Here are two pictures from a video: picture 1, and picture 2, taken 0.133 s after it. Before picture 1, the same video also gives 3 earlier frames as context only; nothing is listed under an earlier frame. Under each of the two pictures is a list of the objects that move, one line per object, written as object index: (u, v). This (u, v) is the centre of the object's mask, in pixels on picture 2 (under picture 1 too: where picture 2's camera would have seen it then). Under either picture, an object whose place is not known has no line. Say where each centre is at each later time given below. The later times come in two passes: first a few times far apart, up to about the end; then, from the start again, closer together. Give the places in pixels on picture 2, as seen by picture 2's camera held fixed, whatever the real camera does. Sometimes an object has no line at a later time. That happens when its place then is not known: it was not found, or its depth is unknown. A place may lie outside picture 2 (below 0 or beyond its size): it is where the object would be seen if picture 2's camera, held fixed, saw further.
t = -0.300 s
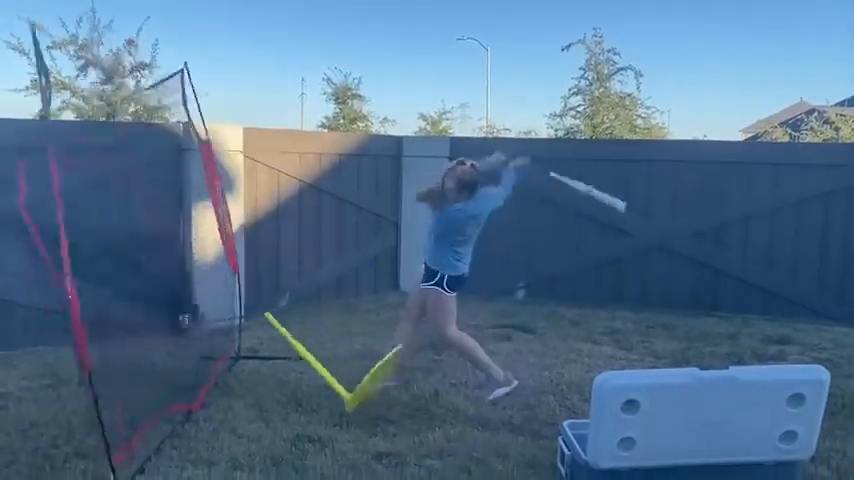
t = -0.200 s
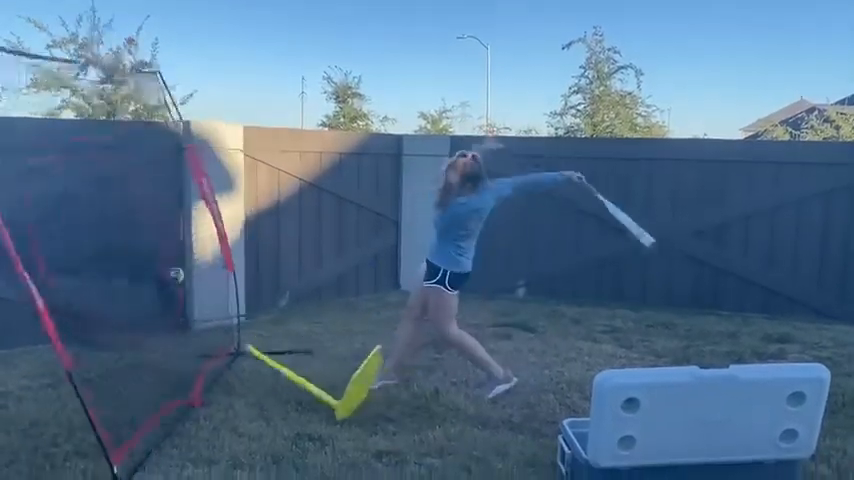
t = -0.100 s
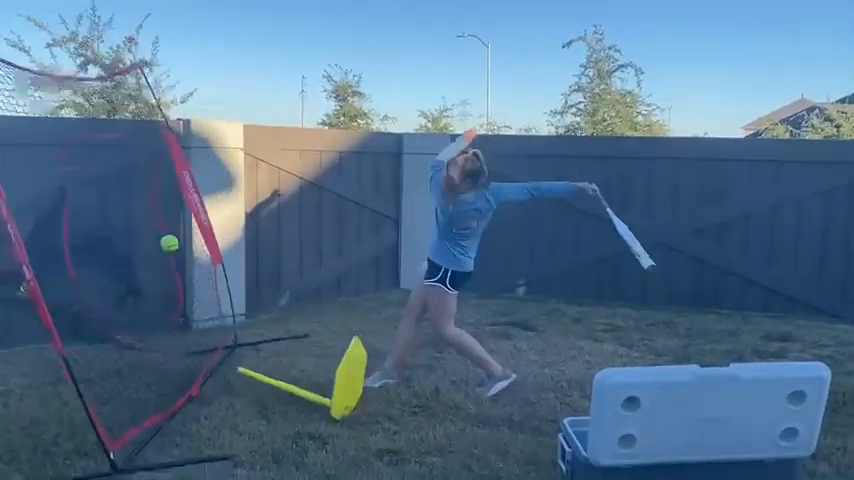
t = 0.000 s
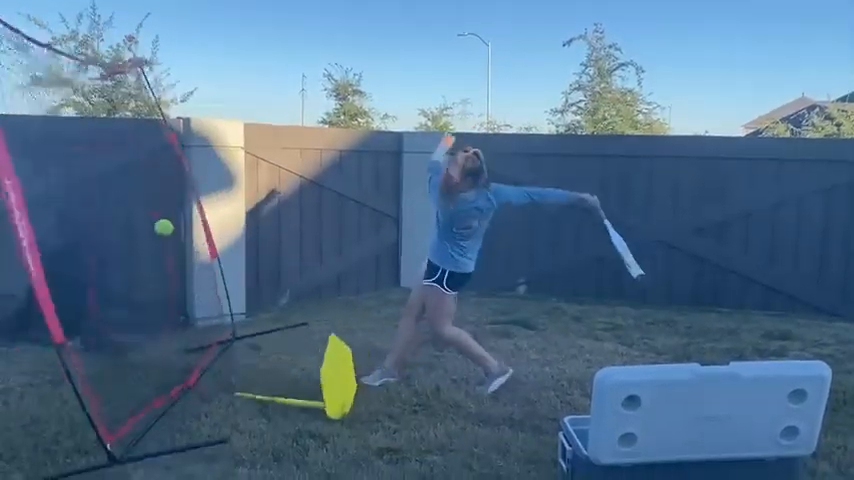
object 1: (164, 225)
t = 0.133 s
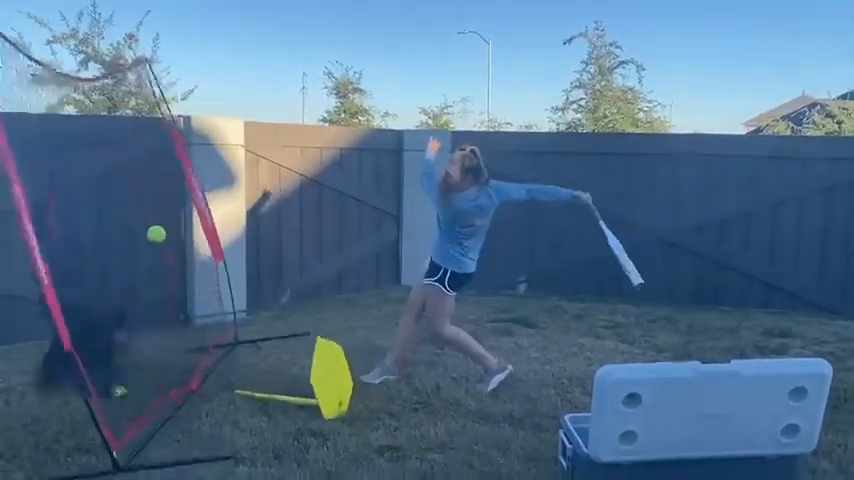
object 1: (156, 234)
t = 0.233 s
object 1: (150, 262)
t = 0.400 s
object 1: (142, 350)
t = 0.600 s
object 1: (148, 418)
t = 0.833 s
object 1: (174, 439)
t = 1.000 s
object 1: (189, 443)
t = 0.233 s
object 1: (150, 262)
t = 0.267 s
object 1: (149, 275)
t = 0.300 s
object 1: (147, 291)
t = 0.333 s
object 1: (145, 309)
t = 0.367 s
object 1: (144, 329)
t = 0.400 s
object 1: (142, 350)
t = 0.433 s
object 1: (141, 374)
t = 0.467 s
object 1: (140, 399)
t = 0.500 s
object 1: (140, 423)
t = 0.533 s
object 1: (142, 425)
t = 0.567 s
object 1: (144, 421)
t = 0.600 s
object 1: (148, 418)
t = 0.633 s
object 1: (151, 416)
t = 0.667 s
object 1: (155, 417)
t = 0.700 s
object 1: (158, 419)
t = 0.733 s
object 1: (162, 424)
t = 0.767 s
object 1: (166, 430)
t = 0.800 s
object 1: (170, 436)
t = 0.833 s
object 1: (174, 439)
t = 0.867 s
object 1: (177, 439)
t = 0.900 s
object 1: (179, 440)
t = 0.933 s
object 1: (182, 441)
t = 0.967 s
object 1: (186, 443)
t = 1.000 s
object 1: (189, 443)
